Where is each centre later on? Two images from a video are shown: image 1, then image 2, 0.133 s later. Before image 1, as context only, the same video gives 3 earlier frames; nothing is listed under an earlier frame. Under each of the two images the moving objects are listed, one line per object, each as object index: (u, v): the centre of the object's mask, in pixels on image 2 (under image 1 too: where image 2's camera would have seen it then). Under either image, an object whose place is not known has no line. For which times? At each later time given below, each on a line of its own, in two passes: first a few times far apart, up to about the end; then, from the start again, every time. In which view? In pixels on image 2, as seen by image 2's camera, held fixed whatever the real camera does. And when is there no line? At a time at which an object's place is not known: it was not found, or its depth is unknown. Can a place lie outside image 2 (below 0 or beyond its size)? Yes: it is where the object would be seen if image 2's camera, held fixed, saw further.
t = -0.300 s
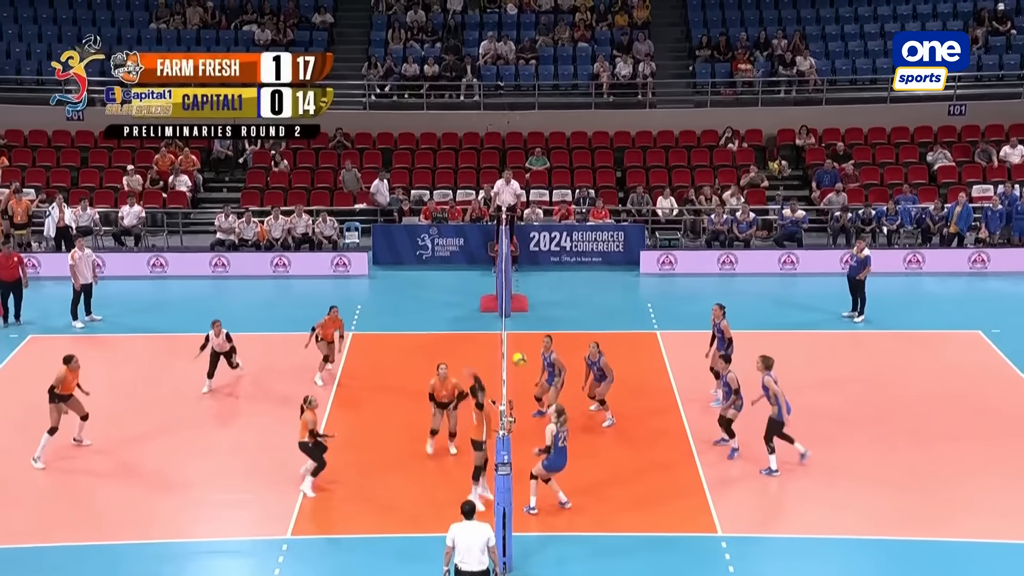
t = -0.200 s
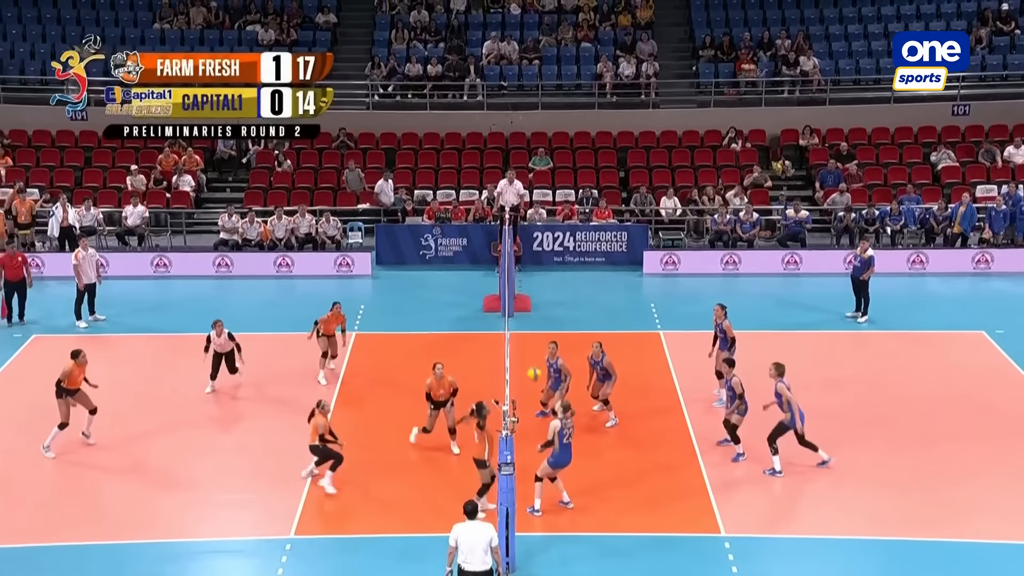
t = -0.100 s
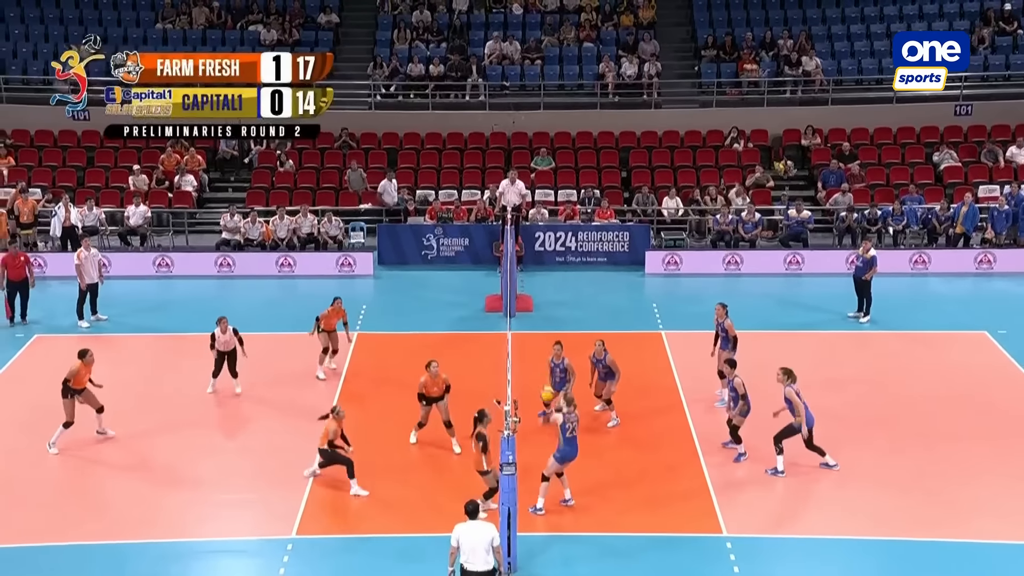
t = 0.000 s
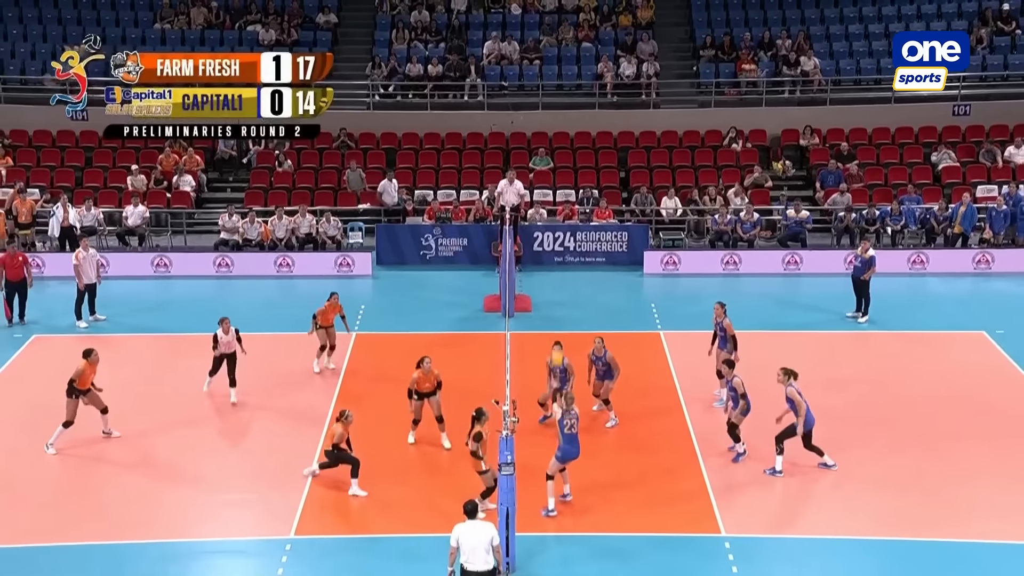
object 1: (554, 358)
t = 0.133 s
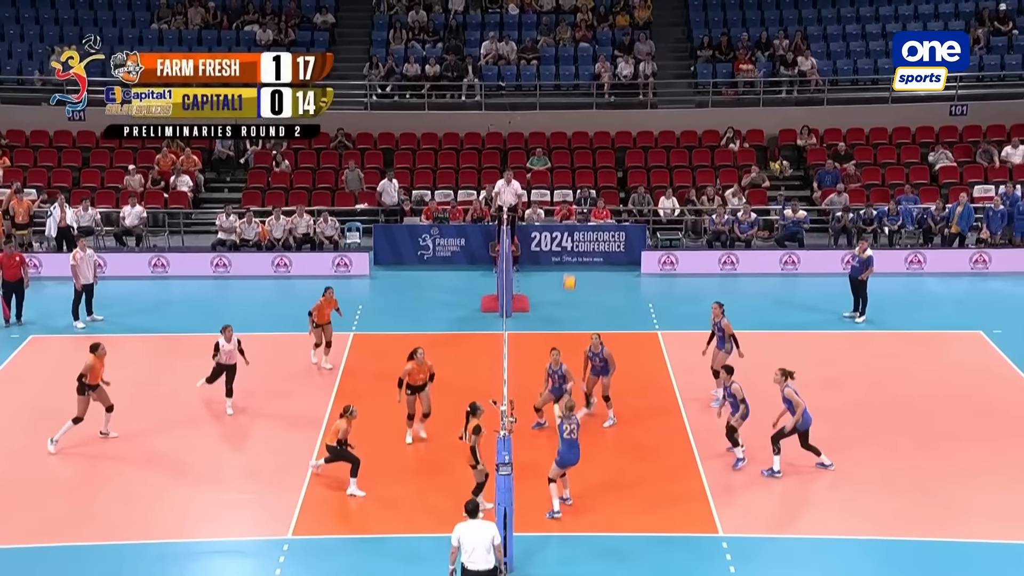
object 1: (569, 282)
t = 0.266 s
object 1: (581, 221)
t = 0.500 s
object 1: (603, 143)
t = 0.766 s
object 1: (626, 101)
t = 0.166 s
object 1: (572, 265)
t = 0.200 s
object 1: (576, 249)
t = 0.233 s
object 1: (579, 234)
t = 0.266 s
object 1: (581, 221)
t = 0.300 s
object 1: (585, 206)
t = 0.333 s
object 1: (588, 193)
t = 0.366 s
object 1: (591, 181)
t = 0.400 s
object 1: (594, 171)
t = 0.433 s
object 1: (597, 161)
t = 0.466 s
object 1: (600, 152)
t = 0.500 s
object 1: (603, 143)
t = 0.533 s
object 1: (606, 135)
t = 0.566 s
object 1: (609, 128)
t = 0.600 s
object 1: (612, 120)
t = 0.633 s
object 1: (615, 115)
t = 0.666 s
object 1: (618, 110)
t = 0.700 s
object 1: (621, 106)
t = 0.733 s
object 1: (624, 103)
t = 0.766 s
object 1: (626, 101)
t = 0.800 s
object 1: (630, 99)
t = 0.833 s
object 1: (632, 98)
